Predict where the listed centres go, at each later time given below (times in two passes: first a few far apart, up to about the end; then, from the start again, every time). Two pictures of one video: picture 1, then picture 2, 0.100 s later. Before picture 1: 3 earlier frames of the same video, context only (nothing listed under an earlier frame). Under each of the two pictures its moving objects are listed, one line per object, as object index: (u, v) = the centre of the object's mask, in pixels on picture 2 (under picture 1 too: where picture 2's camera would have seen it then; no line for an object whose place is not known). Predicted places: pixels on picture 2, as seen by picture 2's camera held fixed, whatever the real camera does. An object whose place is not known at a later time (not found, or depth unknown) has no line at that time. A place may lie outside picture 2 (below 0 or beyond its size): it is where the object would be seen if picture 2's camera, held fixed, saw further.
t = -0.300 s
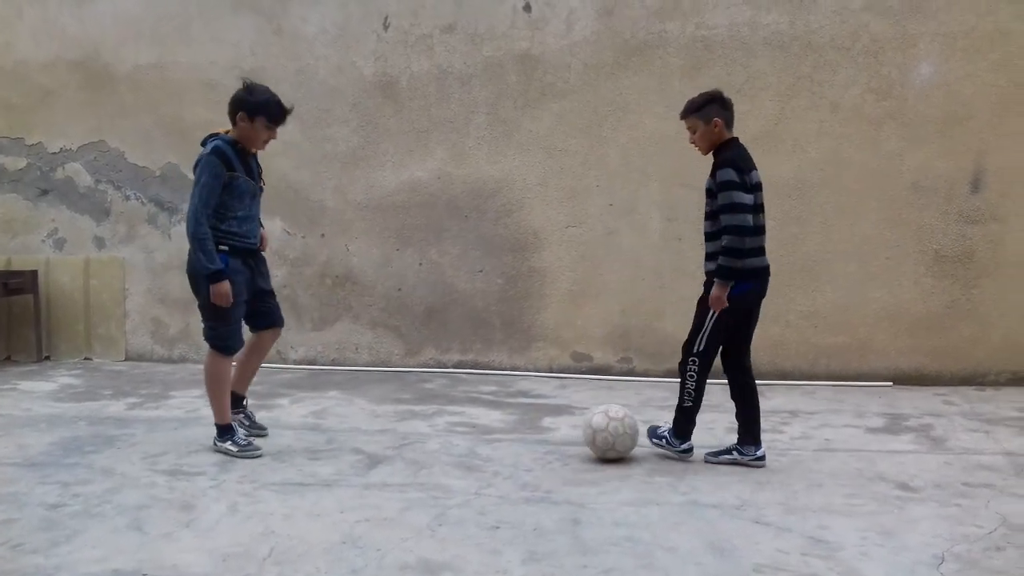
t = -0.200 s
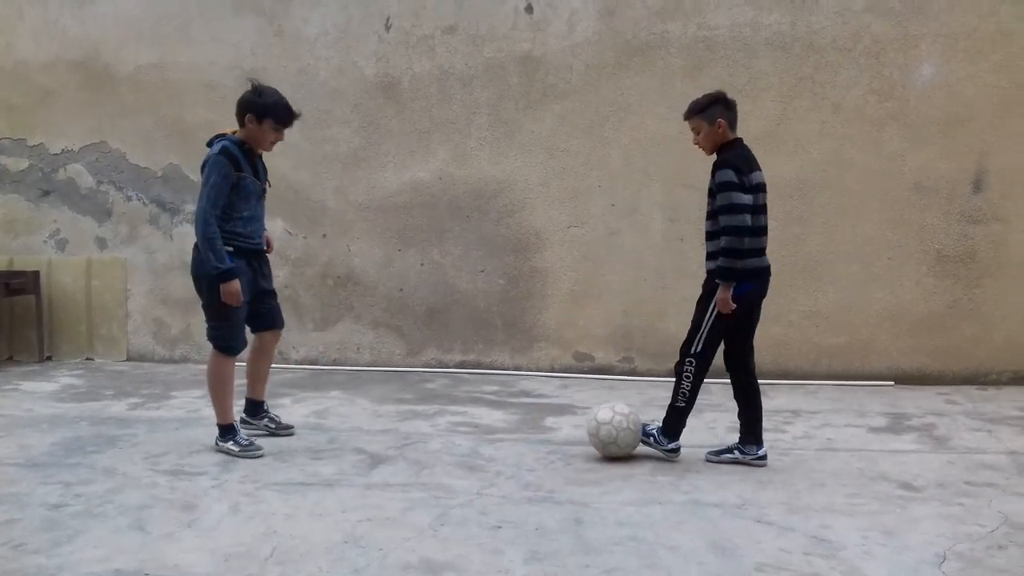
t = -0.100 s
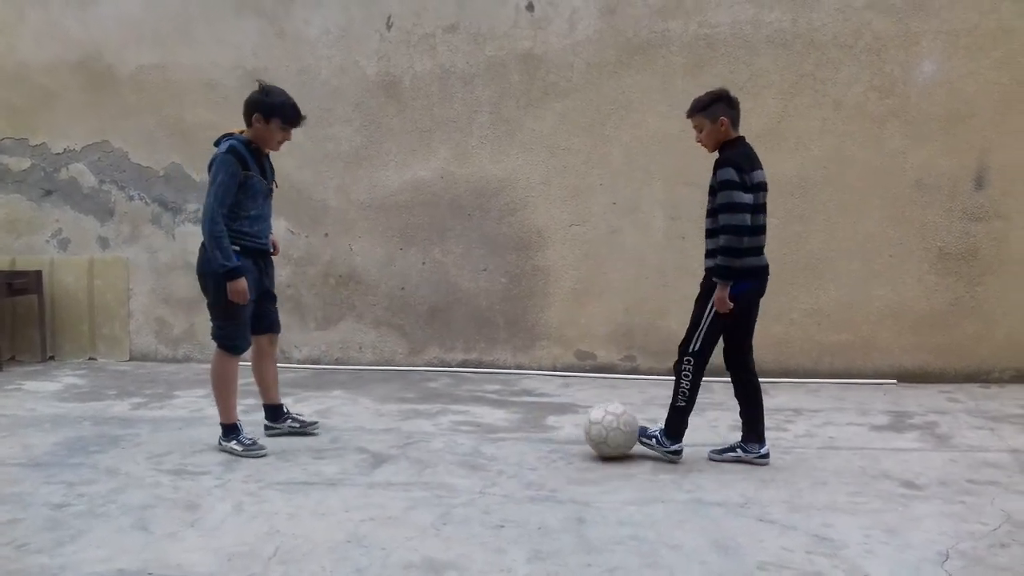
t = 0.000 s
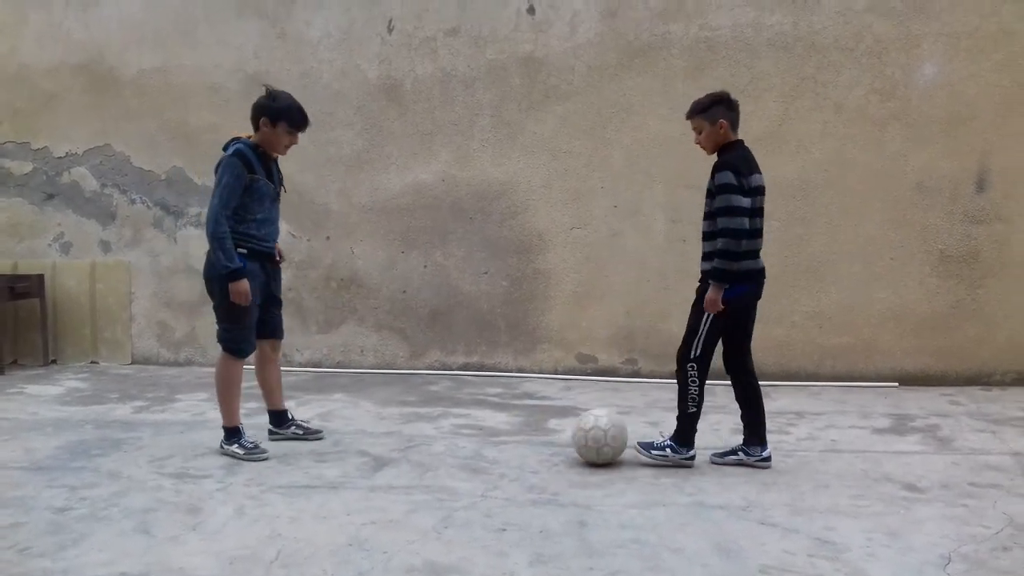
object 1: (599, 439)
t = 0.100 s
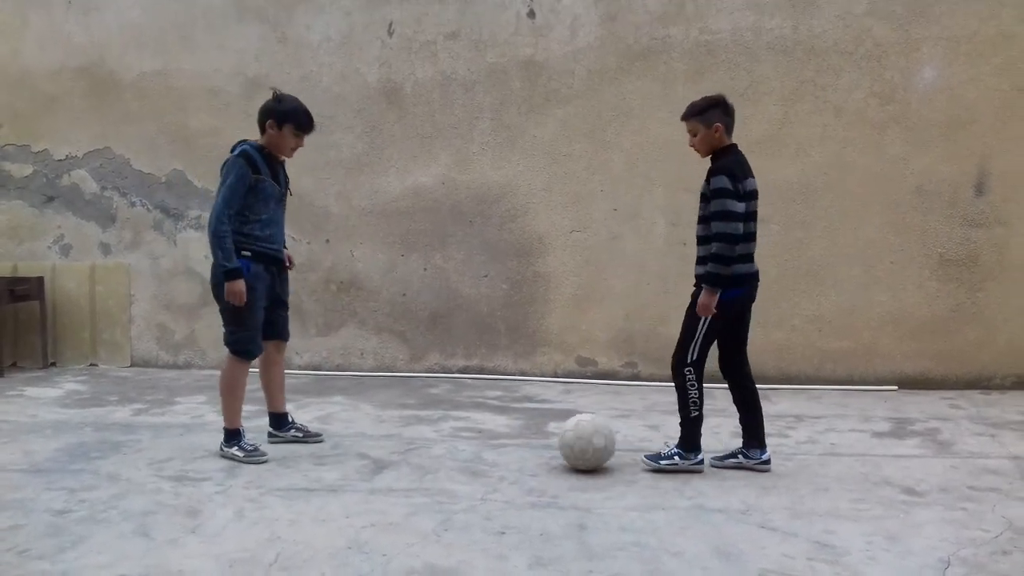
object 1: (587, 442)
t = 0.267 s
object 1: (563, 445)
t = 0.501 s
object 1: (532, 448)
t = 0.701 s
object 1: (507, 450)
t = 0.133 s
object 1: (582, 443)
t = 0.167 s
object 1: (577, 443)
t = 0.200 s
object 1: (572, 443)
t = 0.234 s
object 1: (568, 444)
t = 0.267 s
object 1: (563, 445)
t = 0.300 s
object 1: (558, 446)
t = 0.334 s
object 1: (554, 446)
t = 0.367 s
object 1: (550, 446)
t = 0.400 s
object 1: (546, 447)
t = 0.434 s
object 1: (541, 448)
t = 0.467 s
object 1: (536, 448)
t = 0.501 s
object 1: (532, 448)
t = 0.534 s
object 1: (528, 448)
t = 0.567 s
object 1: (524, 449)
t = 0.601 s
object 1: (519, 449)
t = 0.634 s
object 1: (515, 449)
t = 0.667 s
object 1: (511, 450)
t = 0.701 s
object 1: (507, 450)
